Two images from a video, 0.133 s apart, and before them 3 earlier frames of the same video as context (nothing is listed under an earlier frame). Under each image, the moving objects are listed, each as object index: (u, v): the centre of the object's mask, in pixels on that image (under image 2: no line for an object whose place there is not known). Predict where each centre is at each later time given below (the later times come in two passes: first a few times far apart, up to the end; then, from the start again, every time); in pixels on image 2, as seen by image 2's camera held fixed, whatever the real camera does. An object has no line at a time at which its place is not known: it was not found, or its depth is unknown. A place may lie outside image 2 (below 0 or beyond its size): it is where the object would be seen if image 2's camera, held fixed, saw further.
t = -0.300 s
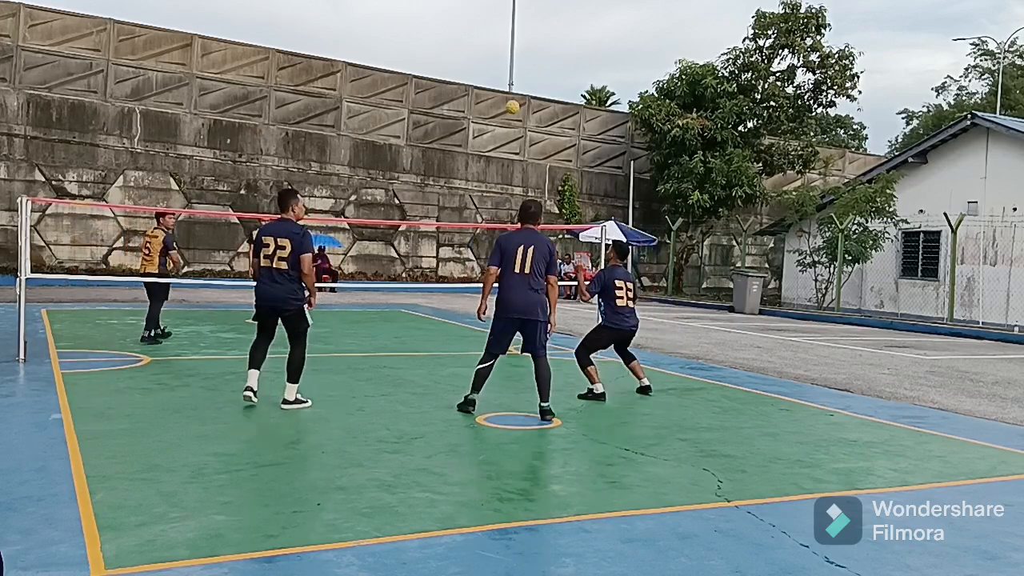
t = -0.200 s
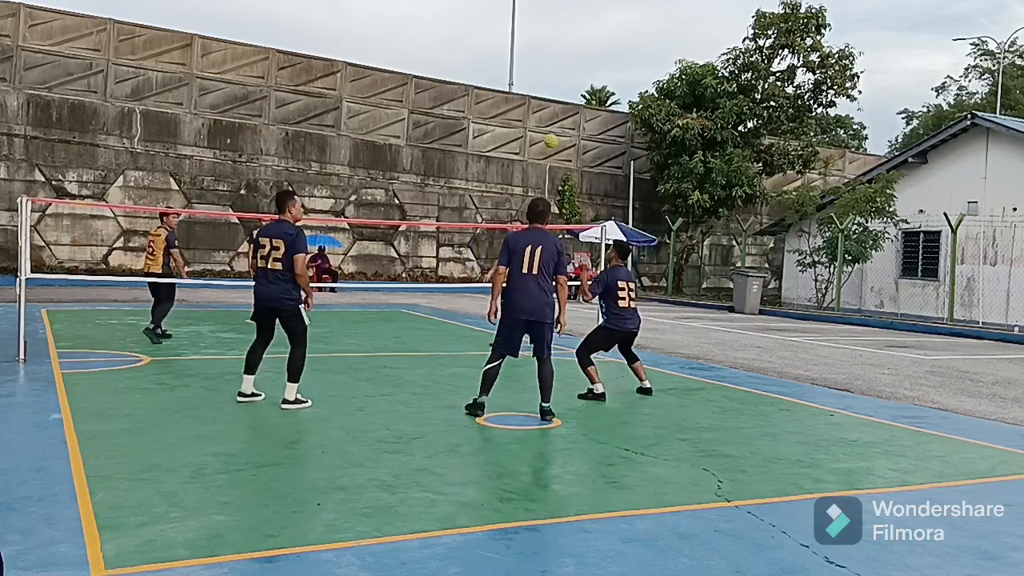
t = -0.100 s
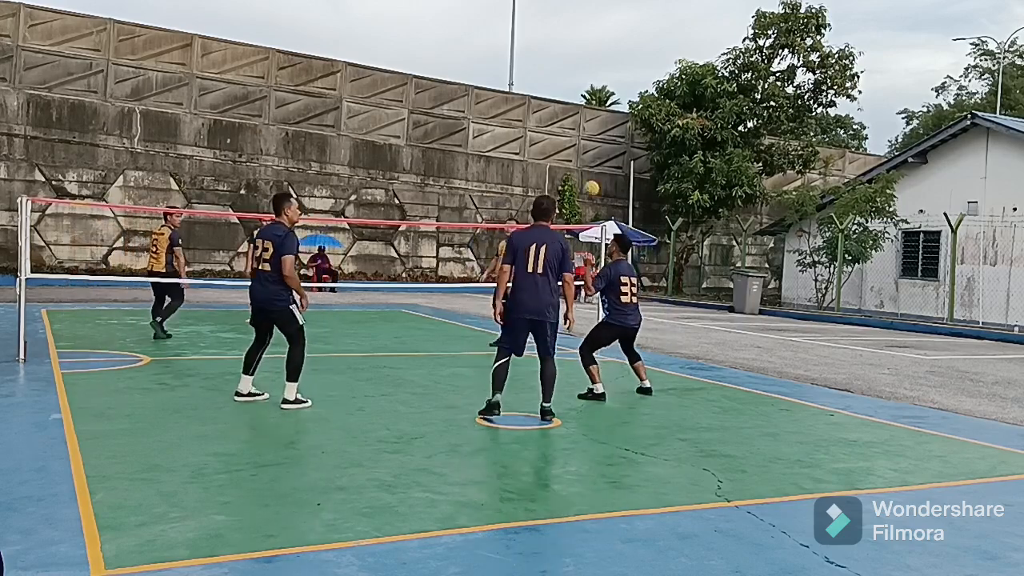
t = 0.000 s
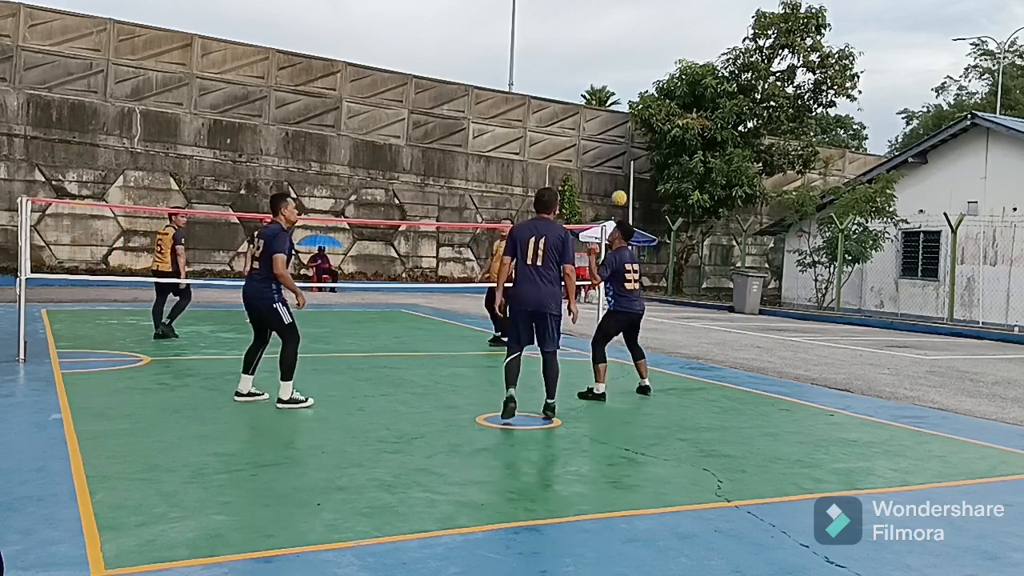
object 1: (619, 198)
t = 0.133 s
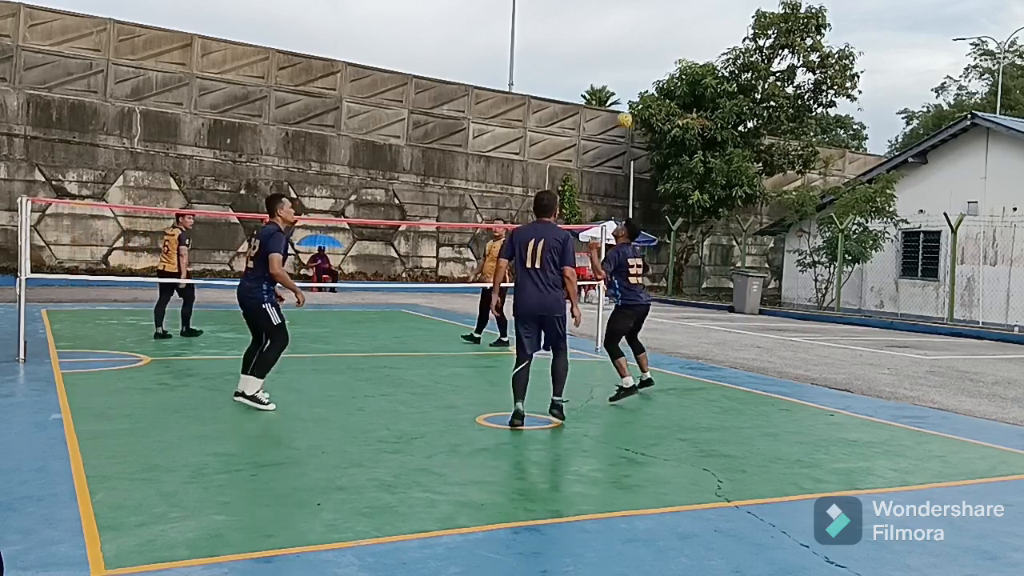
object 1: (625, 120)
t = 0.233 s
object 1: (628, 74)
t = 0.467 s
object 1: (634, 13)
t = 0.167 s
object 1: (626, 103)
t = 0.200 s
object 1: (626, 88)
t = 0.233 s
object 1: (628, 74)
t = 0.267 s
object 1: (629, 62)
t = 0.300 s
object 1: (629, 50)
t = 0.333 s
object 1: (631, 40)
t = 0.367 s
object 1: (631, 32)
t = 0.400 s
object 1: (632, 24)
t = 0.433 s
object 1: (633, 18)
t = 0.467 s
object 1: (634, 13)
